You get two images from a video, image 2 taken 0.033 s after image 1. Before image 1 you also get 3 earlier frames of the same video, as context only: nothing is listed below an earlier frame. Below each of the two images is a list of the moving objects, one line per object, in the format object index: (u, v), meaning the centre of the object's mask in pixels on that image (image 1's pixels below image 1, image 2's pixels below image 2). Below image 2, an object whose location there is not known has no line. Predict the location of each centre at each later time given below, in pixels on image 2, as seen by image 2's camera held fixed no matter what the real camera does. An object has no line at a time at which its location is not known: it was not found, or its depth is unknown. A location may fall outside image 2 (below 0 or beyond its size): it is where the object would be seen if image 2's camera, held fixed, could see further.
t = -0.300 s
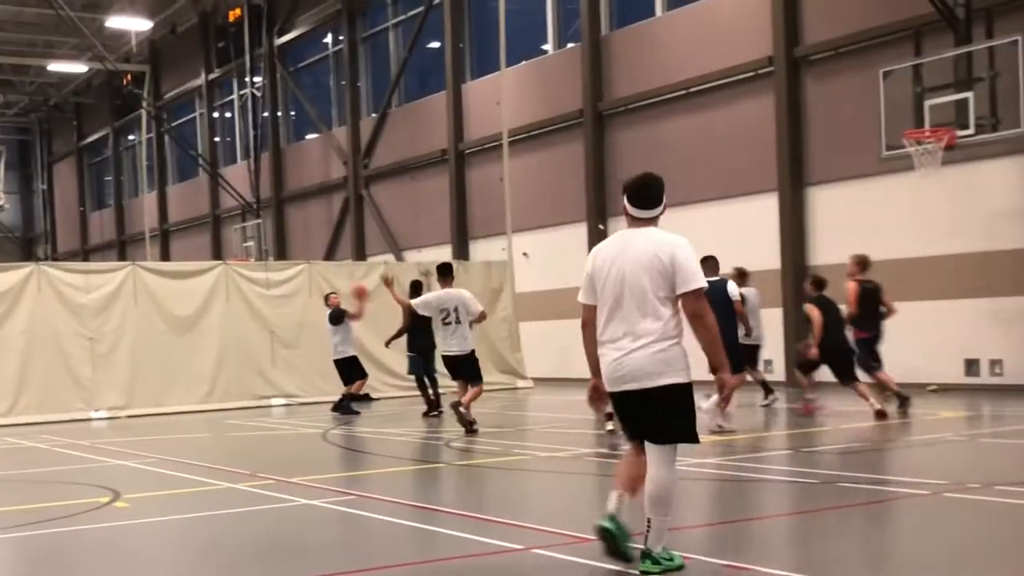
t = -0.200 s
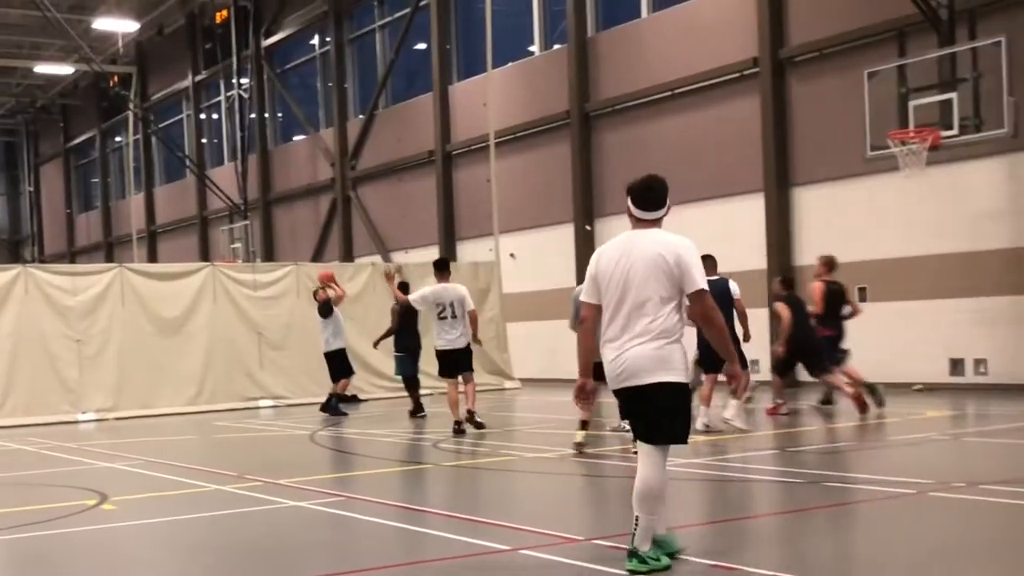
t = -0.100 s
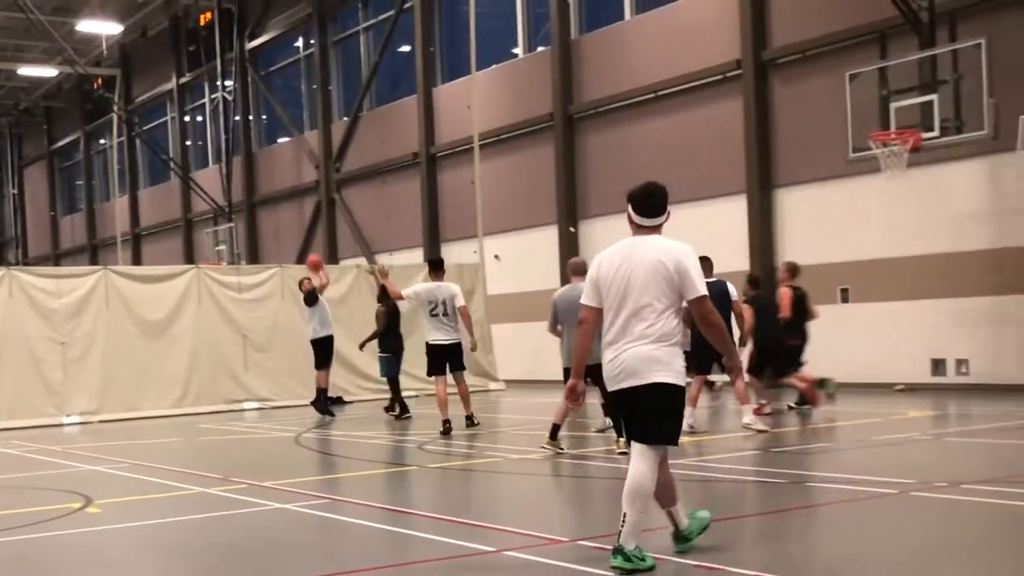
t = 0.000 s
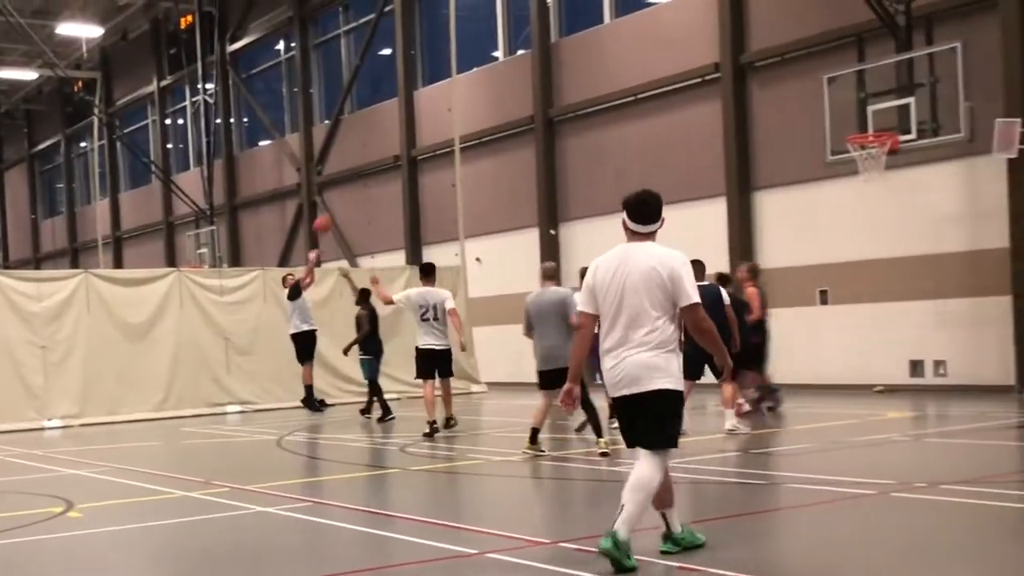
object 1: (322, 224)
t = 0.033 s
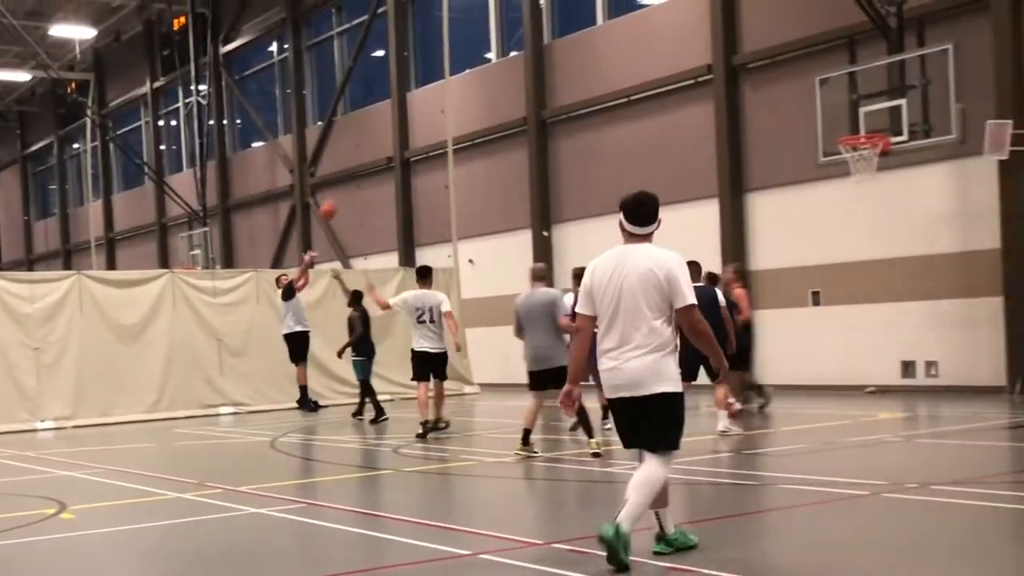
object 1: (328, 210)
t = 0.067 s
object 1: (340, 195)
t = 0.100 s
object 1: (351, 181)
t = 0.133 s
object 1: (363, 168)
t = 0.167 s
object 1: (377, 155)
